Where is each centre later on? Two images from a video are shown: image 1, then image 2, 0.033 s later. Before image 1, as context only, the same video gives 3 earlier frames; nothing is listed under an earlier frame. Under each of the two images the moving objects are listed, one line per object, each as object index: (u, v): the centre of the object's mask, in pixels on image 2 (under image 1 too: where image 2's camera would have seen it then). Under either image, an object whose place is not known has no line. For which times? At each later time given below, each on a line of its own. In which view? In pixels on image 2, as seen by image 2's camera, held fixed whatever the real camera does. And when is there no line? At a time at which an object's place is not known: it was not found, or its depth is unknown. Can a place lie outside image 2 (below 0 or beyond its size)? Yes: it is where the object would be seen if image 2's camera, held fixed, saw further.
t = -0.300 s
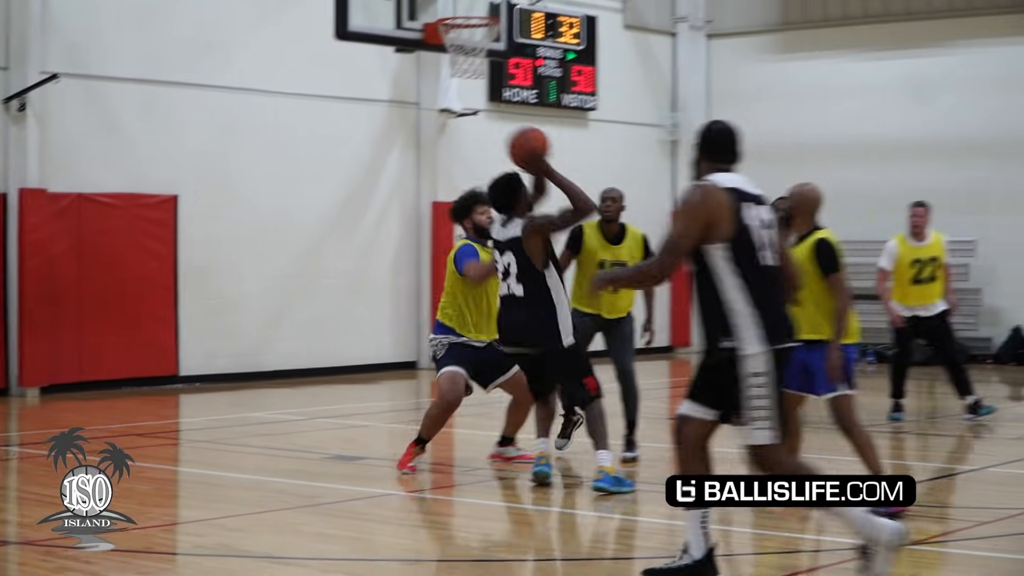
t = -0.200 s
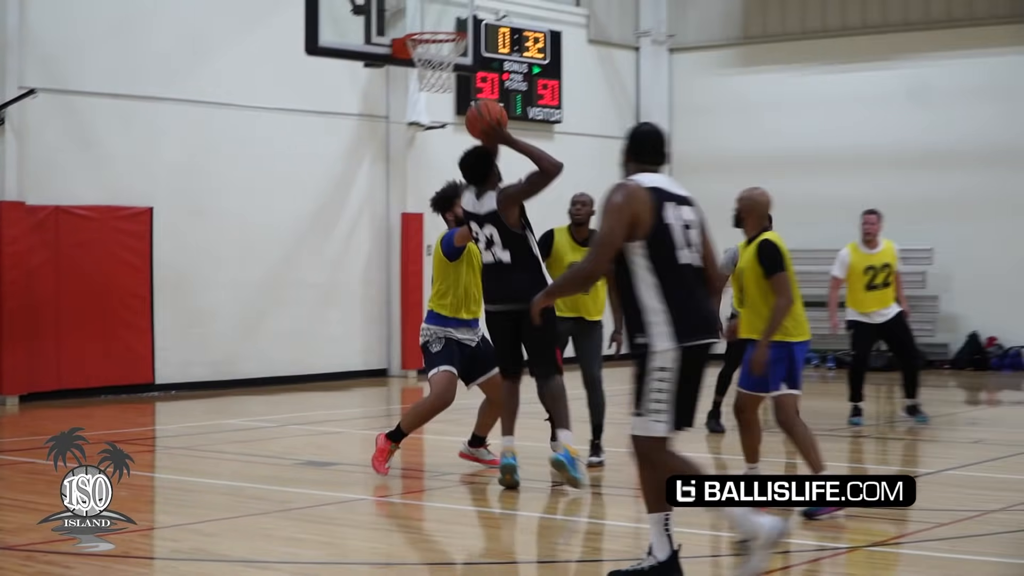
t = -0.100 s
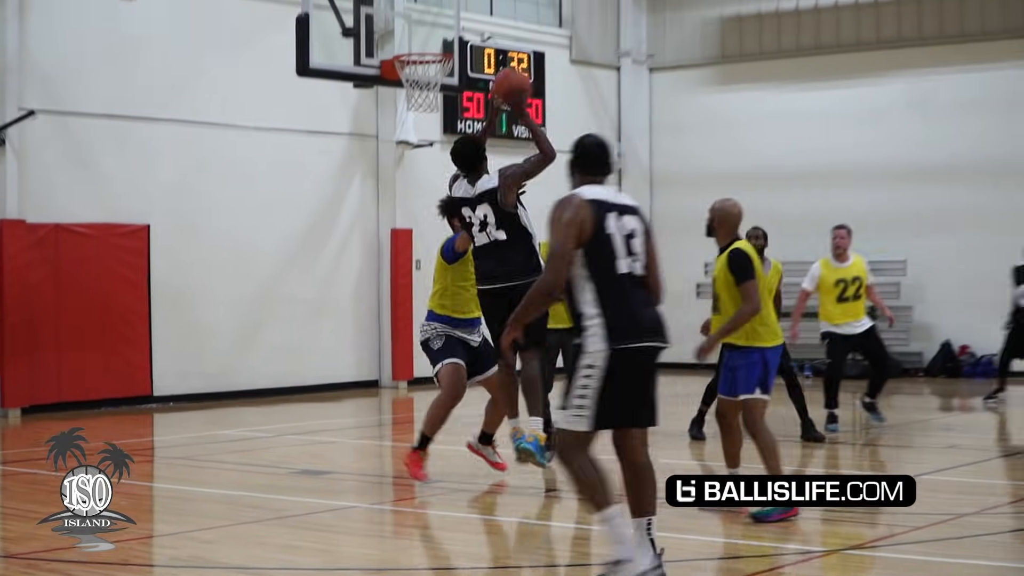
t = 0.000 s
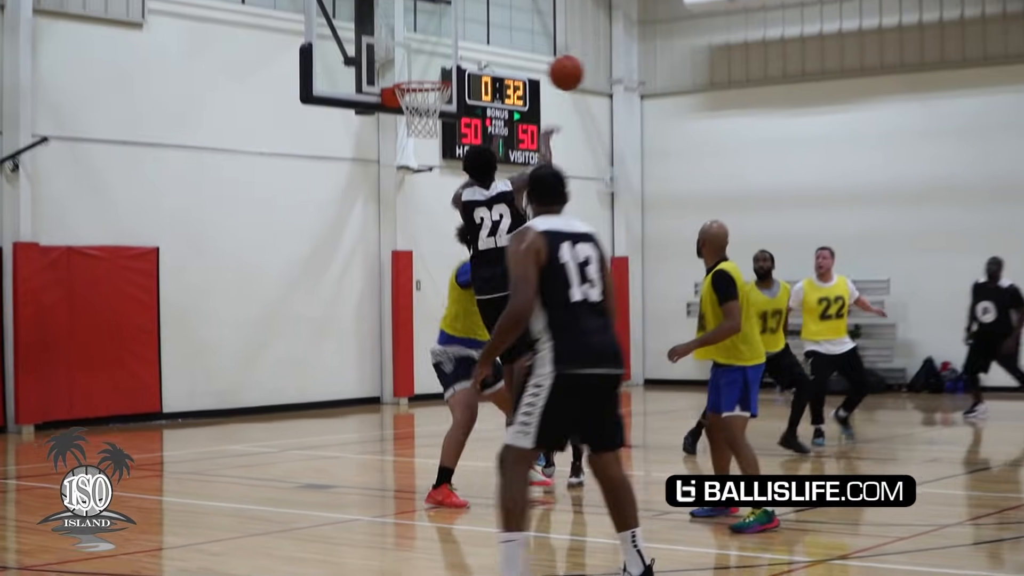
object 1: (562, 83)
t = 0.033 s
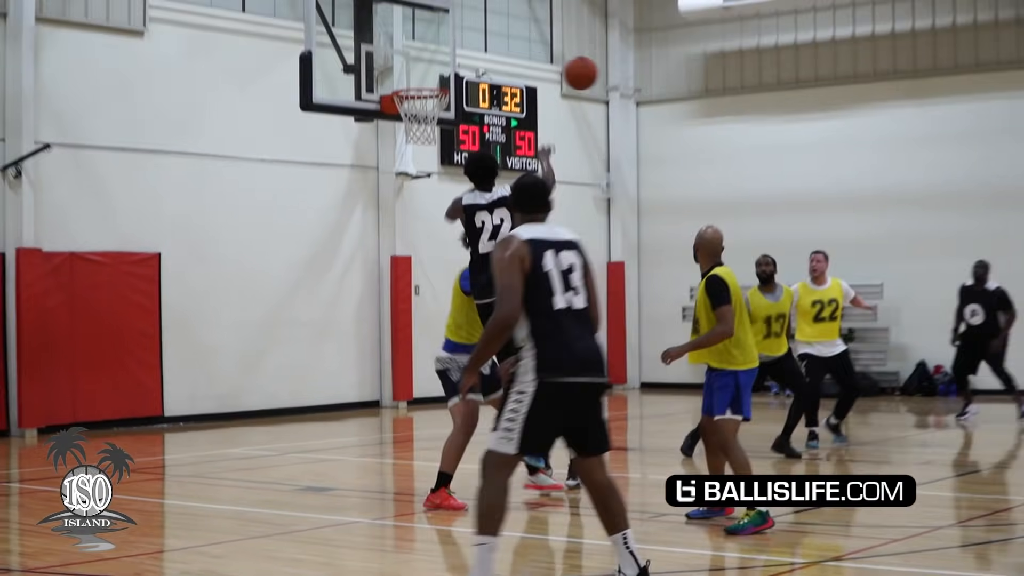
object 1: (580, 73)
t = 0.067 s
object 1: (599, 65)
